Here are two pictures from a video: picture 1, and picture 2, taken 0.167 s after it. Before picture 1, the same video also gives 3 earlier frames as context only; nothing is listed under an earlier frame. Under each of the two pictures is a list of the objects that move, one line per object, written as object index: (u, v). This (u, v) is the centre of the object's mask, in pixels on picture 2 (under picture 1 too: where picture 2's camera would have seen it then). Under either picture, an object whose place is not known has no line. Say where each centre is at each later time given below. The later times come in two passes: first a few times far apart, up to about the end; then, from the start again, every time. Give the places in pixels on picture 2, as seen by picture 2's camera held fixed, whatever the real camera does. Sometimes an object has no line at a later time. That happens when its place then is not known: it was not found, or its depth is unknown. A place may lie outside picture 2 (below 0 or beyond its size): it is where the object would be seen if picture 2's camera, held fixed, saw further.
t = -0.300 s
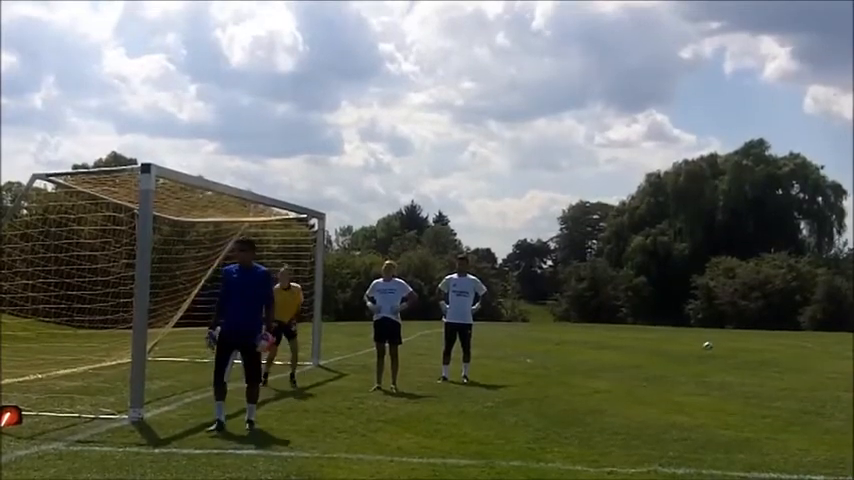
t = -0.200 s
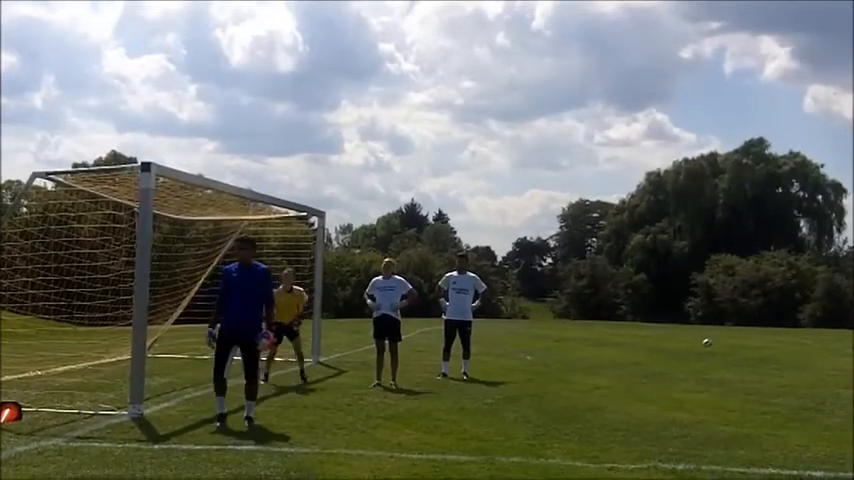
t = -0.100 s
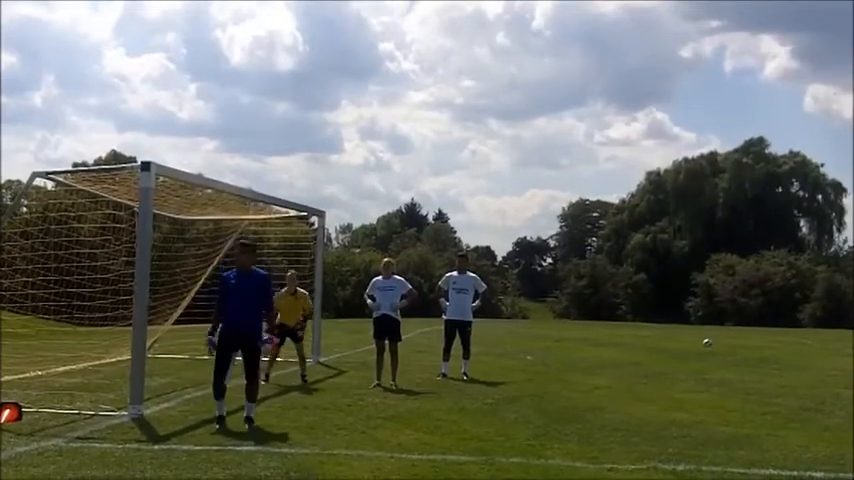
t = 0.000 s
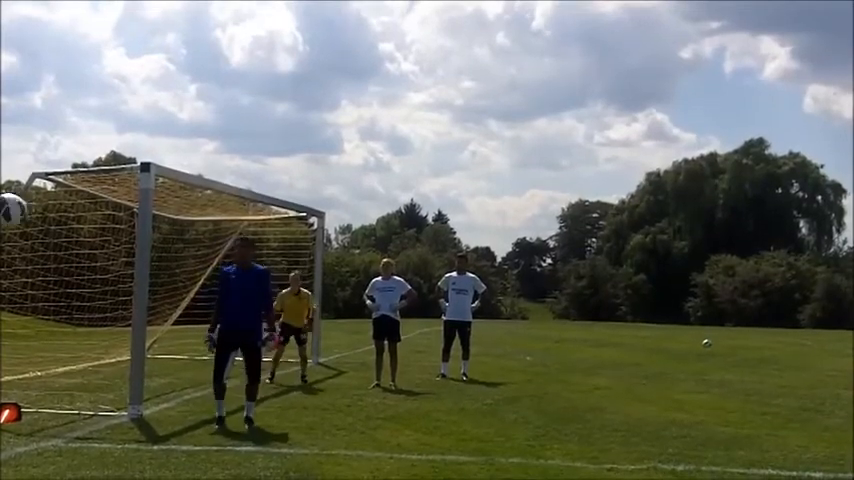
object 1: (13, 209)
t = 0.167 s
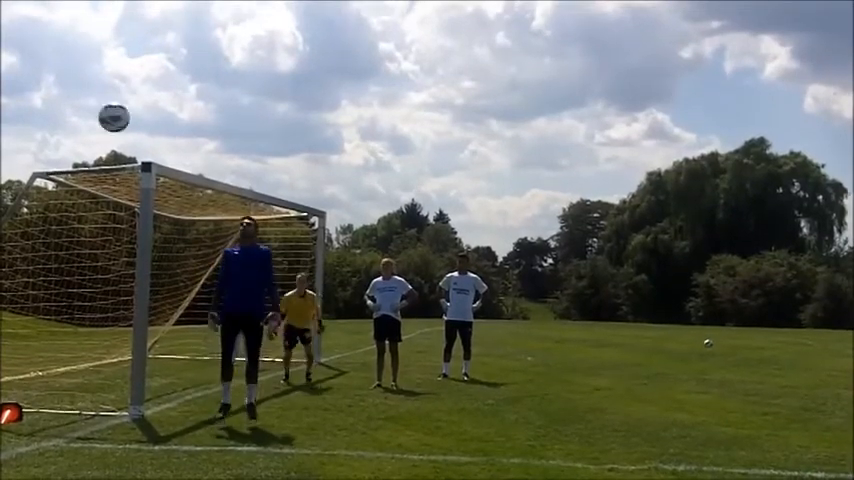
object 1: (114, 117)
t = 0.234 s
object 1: (148, 97)
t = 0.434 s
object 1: (230, 76)
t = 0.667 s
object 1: (298, 106)
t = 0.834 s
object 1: (336, 151)
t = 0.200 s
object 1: (131, 107)
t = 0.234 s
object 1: (148, 97)
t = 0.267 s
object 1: (164, 90)
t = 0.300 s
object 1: (178, 84)
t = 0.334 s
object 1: (192, 80)
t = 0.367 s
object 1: (206, 78)
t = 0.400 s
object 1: (218, 76)
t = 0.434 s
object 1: (230, 76)
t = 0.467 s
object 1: (241, 78)
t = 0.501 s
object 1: (251, 81)
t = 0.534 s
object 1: (261, 84)
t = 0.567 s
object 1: (271, 89)
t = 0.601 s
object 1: (281, 94)
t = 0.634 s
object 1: (289, 99)
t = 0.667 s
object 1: (298, 106)
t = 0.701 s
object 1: (306, 115)
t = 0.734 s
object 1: (314, 124)
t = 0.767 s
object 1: (321, 133)
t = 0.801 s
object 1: (329, 142)
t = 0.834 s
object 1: (336, 151)
